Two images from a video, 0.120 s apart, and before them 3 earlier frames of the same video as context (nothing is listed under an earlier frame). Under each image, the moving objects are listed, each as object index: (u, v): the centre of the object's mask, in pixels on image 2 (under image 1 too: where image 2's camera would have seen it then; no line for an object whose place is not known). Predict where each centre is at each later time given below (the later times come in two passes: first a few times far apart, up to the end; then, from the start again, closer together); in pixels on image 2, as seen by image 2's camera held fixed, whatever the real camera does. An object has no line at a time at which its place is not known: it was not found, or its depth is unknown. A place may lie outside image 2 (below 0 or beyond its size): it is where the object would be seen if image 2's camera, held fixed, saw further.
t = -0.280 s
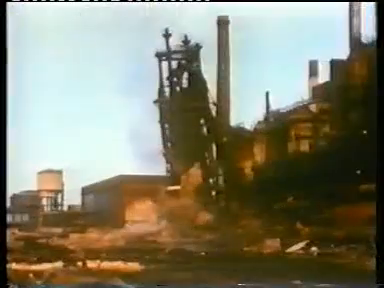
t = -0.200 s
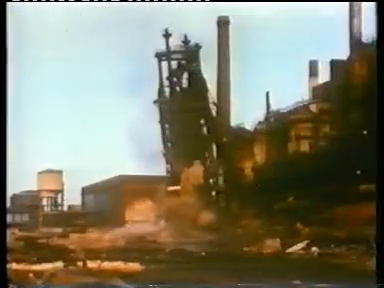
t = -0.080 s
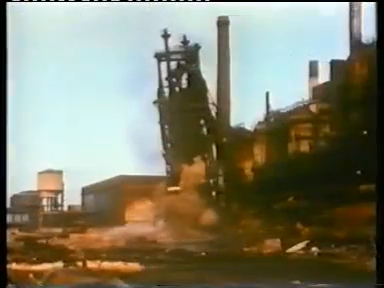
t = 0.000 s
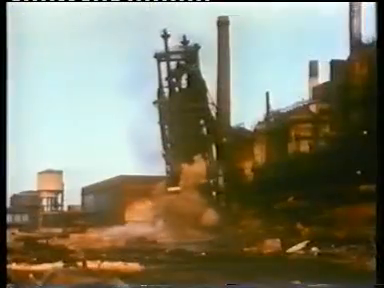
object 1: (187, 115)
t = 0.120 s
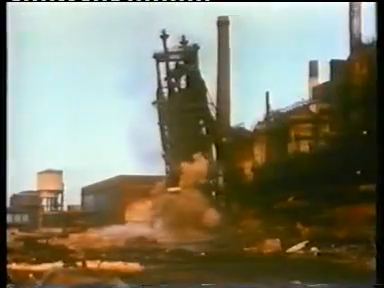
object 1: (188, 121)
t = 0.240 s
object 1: (187, 121)
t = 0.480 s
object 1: (185, 120)
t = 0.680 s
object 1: (183, 120)
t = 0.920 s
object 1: (179, 111)
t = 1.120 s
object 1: (174, 109)
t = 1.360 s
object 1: (171, 109)
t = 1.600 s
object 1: (167, 110)
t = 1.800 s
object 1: (164, 111)
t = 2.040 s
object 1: (159, 114)
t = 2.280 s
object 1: (152, 120)
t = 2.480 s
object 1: (149, 120)
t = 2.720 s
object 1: (144, 123)
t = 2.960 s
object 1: (140, 126)
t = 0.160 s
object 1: (187, 115)
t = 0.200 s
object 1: (187, 121)
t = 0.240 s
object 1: (187, 121)
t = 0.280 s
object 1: (186, 121)
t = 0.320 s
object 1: (186, 121)
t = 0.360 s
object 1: (186, 120)
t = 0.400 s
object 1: (185, 120)
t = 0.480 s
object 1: (185, 120)
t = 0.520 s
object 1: (185, 120)
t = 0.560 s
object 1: (184, 120)
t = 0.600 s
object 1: (184, 120)
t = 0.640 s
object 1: (183, 120)
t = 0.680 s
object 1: (183, 120)
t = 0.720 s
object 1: (182, 120)
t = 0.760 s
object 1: (182, 119)
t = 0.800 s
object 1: (182, 119)
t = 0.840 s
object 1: (182, 119)
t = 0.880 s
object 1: (181, 119)
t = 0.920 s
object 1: (179, 111)
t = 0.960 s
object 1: (178, 111)
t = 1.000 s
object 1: (176, 109)
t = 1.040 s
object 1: (176, 108)
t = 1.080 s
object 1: (175, 108)
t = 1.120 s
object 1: (174, 109)
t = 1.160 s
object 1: (174, 109)
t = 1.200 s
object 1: (173, 109)
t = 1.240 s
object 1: (173, 109)
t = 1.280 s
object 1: (172, 109)
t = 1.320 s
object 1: (172, 109)
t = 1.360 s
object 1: (171, 109)
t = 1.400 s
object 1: (170, 109)
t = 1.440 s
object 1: (170, 110)
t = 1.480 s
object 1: (169, 110)
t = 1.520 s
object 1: (168, 110)
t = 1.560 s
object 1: (167, 110)
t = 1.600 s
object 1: (167, 110)
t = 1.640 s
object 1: (166, 110)
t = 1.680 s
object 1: (166, 111)
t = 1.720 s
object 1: (165, 111)
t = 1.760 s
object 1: (164, 111)
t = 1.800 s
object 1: (164, 111)
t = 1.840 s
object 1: (163, 112)
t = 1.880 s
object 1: (162, 112)
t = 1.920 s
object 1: (161, 112)
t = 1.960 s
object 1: (161, 113)
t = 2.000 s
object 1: (160, 113)
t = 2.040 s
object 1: (159, 114)
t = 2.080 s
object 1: (158, 114)
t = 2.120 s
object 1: (157, 115)
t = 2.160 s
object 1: (157, 115)
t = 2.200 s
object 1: (155, 116)
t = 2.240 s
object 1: (155, 117)
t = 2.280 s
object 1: (152, 120)
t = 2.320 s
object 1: (151, 121)
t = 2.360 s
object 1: (152, 119)
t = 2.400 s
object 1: (149, 121)
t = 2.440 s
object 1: (148, 123)
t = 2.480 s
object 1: (149, 120)
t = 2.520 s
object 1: (148, 121)
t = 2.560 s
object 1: (147, 121)
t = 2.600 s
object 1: (147, 121)
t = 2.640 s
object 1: (146, 122)
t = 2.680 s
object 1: (145, 124)
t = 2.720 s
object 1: (144, 123)
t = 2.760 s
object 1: (143, 124)
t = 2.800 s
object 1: (143, 123)
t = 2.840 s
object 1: (142, 123)
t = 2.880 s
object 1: (136, 132)
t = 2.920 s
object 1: (135, 132)
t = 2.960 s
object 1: (140, 126)
